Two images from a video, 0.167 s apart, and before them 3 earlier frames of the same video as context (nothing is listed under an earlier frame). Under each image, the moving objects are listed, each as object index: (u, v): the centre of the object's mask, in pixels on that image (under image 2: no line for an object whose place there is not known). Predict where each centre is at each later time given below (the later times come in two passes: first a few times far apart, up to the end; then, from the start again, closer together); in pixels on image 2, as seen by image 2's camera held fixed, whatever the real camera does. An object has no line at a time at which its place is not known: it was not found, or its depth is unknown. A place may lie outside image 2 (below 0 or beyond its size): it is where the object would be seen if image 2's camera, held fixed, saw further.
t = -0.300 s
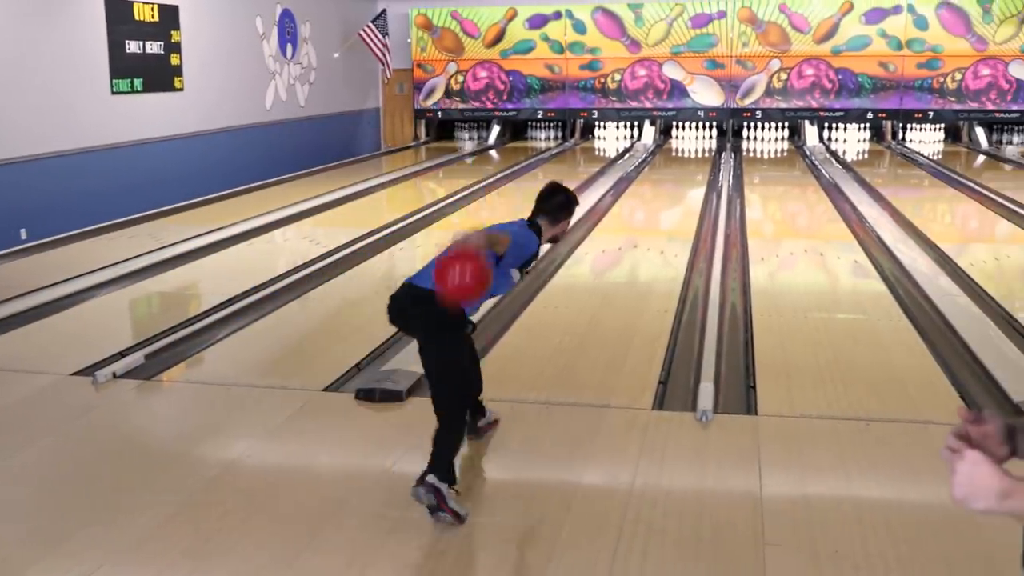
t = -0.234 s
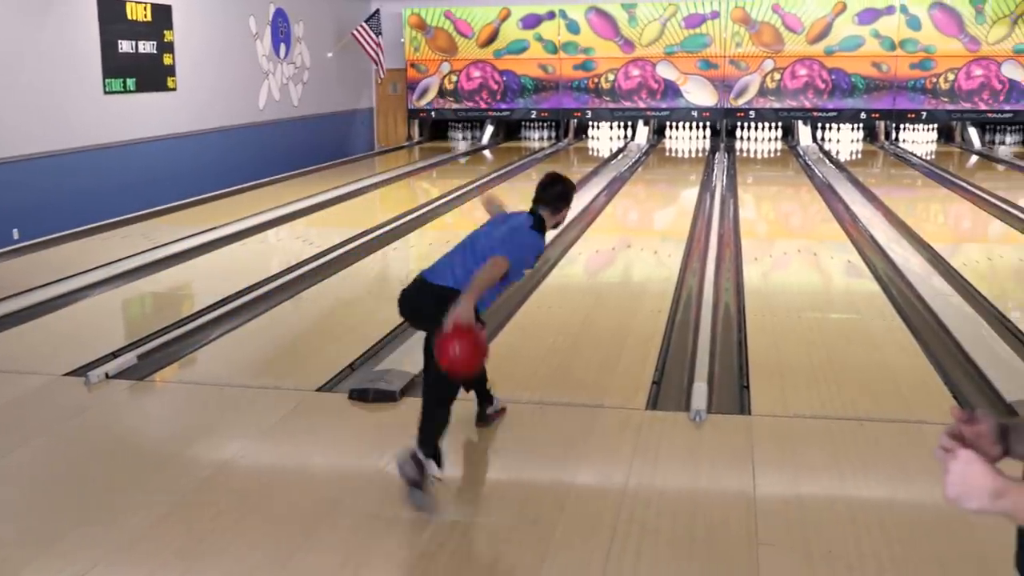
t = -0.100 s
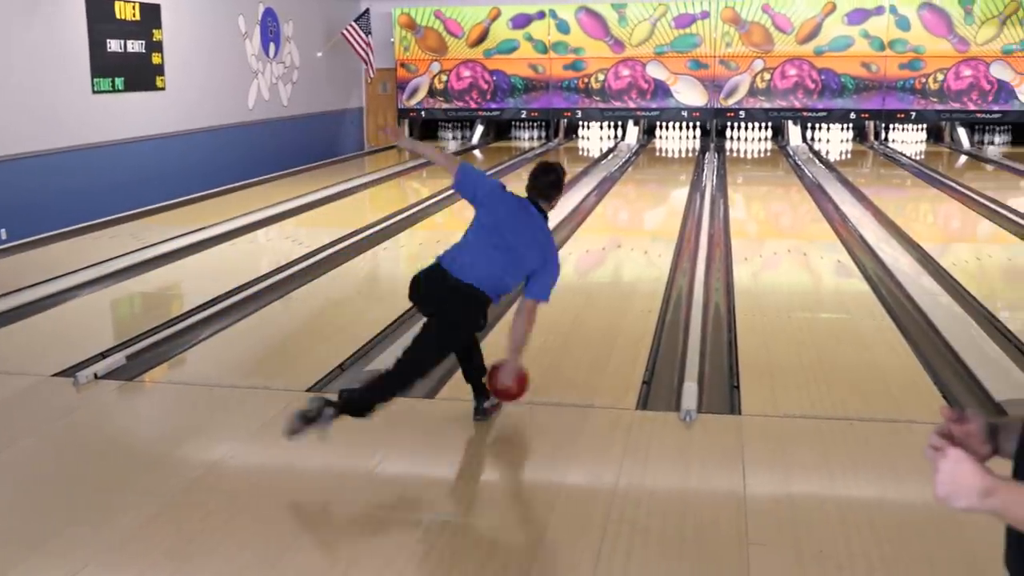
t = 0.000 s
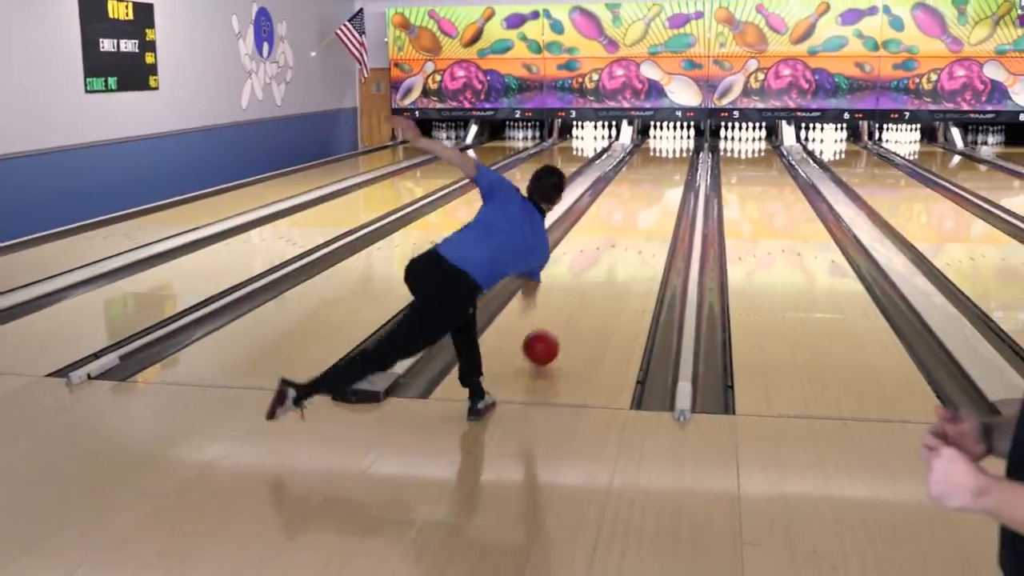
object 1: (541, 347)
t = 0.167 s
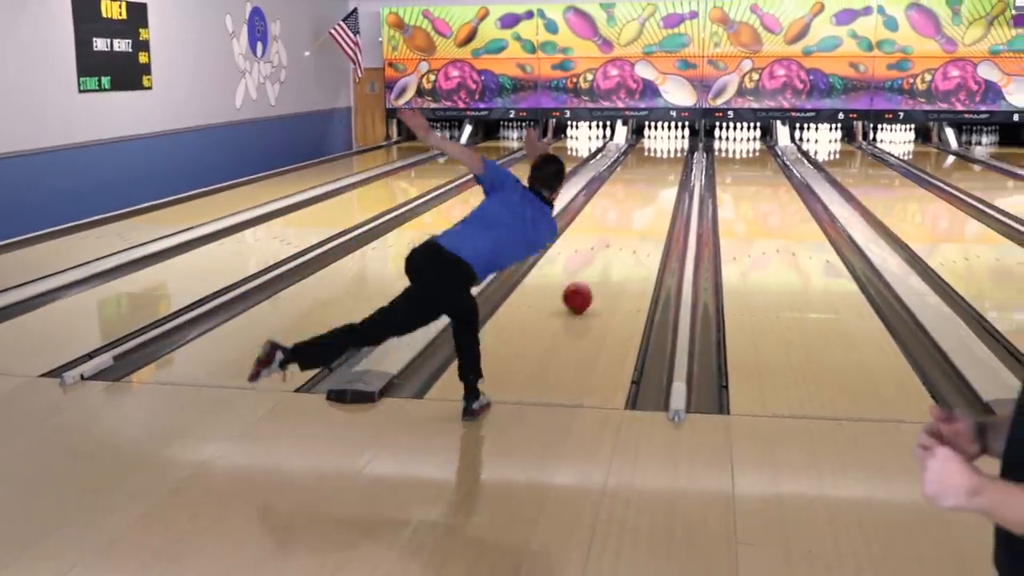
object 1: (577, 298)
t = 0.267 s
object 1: (595, 274)
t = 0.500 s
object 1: (626, 234)
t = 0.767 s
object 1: (648, 203)
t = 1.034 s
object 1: (663, 182)
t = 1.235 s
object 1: (669, 170)
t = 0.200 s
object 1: (584, 289)
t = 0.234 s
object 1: (589, 282)
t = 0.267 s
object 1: (595, 274)
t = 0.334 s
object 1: (605, 261)
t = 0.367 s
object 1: (610, 255)
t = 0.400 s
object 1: (615, 249)
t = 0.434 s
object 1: (618, 243)
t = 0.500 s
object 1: (626, 234)
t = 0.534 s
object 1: (629, 229)
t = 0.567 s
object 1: (632, 225)
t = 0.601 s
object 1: (635, 221)
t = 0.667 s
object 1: (641, 213)
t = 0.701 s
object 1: (643, 210)
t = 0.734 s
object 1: (645, 206)
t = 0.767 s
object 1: (648, 203)
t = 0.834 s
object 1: (652, 197)
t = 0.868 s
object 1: (654, 194)
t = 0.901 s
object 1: (656, 191)
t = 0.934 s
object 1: (658, 189)
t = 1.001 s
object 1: (661, 184)
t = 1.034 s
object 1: (663, 182)
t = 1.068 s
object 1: (664, 180)
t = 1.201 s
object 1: (668, 171)
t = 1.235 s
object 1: (669, 170)
